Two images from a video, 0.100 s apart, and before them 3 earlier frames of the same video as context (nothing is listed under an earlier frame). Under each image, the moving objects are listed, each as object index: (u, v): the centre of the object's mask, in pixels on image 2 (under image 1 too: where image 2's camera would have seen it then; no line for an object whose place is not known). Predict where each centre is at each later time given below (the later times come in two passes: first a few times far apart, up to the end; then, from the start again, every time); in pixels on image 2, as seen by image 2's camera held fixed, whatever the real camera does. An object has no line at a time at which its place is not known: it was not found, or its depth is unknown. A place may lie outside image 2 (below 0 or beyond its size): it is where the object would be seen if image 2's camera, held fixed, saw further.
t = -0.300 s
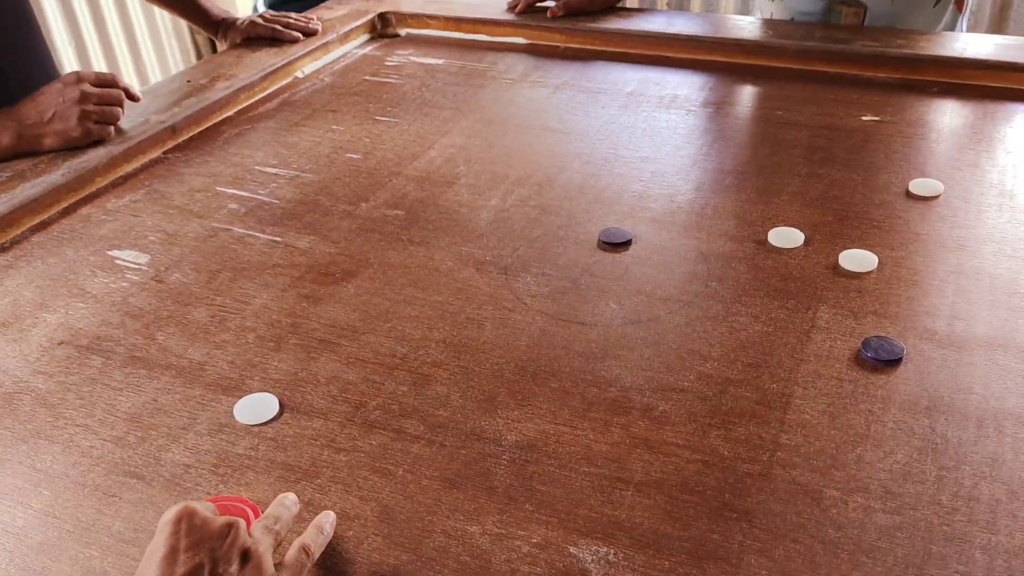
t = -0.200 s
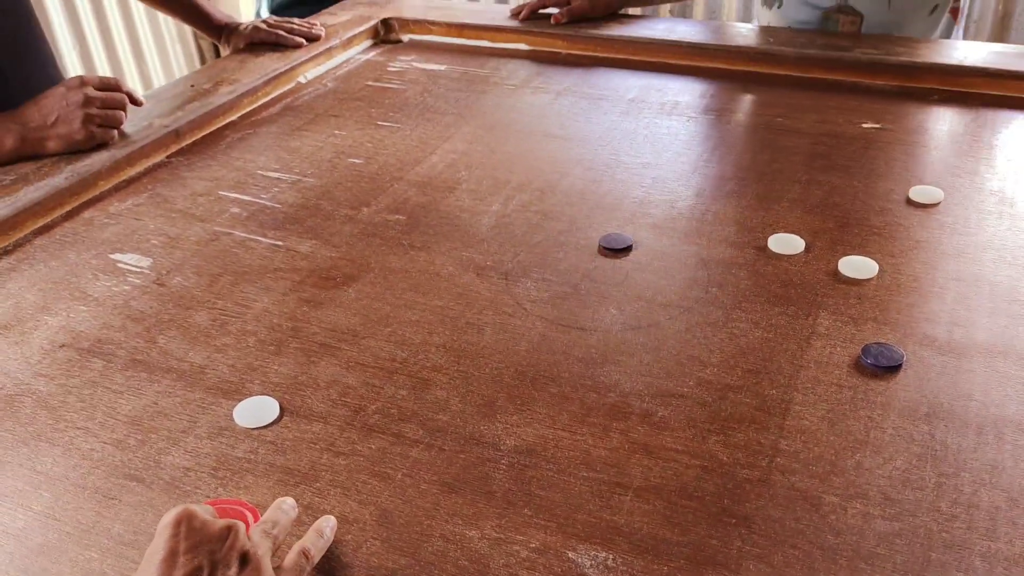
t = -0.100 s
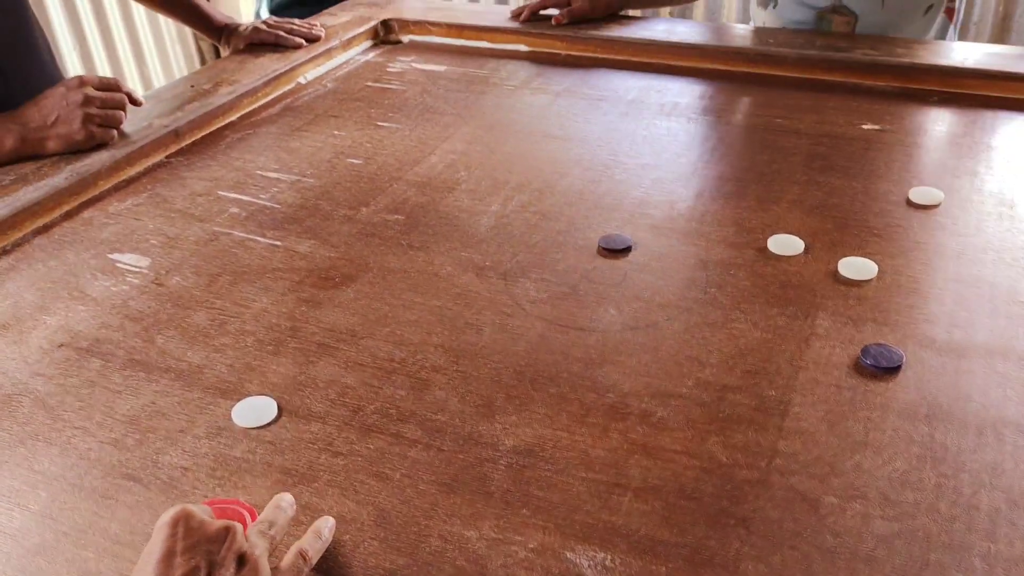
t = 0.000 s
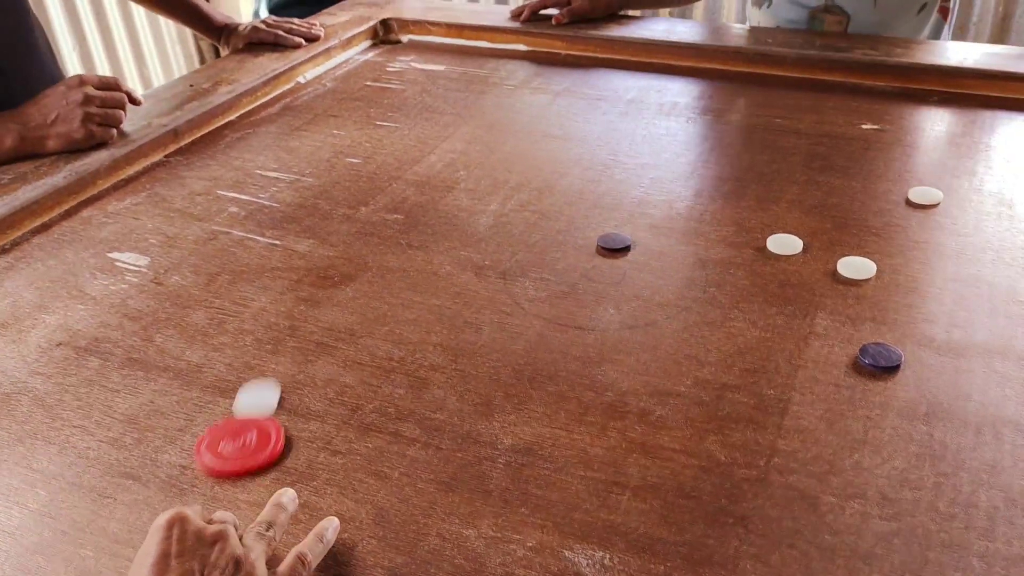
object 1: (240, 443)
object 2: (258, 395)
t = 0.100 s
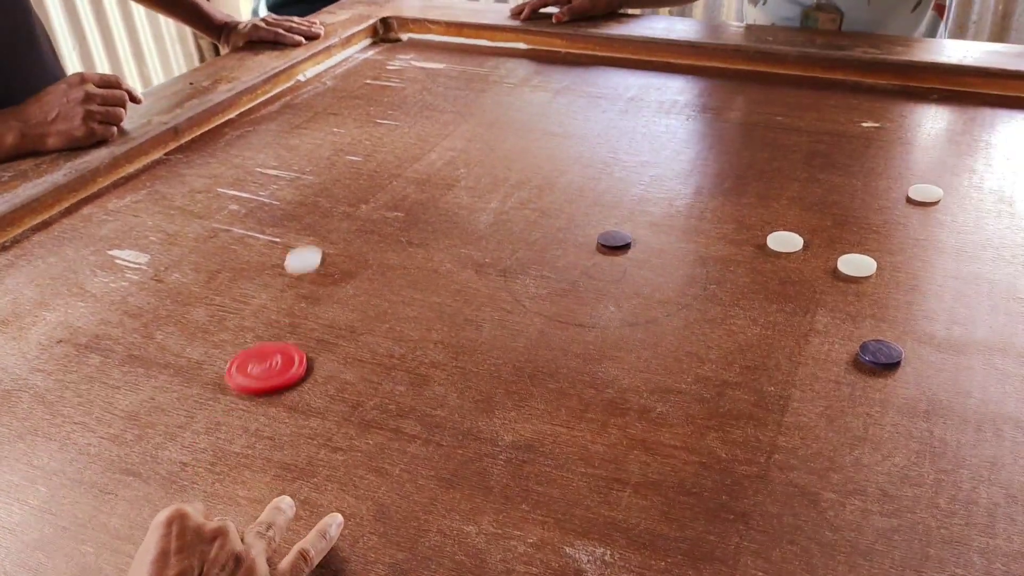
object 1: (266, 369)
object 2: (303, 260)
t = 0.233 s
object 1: (290, 303)
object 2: (339, 150)
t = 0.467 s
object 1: (311, 243)
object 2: (374, 49)
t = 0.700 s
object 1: (316, 232)
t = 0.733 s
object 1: (316, 232)
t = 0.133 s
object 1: (274, 349)
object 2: (314, 227)
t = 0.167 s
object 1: (280, 332)
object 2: (323, 198)
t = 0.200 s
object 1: (285, 316)
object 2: (332, 173)
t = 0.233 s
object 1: (290, 303)
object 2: (339, 150)
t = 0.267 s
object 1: (294, 290)
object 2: (346, 131)
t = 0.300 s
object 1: (298, 280)
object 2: (351, 113)
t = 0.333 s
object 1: (301, 270)
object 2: (357, 98)
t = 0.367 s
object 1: (305, 262)
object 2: (361, 84)
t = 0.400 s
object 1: (307, 255)
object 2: (366, 71)
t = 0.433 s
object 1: (310, 248)
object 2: (370, 60)
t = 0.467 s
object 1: (311, 243)
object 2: (374, 49)
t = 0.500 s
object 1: (313, 239)
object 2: (378, 40)
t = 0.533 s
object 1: (314, 236)
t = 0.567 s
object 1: (315, 234)
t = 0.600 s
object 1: (316, 232)
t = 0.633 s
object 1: (316, 232)
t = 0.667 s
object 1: (316, 232)
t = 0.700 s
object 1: (316, 232)
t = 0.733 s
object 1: (316, 232)
